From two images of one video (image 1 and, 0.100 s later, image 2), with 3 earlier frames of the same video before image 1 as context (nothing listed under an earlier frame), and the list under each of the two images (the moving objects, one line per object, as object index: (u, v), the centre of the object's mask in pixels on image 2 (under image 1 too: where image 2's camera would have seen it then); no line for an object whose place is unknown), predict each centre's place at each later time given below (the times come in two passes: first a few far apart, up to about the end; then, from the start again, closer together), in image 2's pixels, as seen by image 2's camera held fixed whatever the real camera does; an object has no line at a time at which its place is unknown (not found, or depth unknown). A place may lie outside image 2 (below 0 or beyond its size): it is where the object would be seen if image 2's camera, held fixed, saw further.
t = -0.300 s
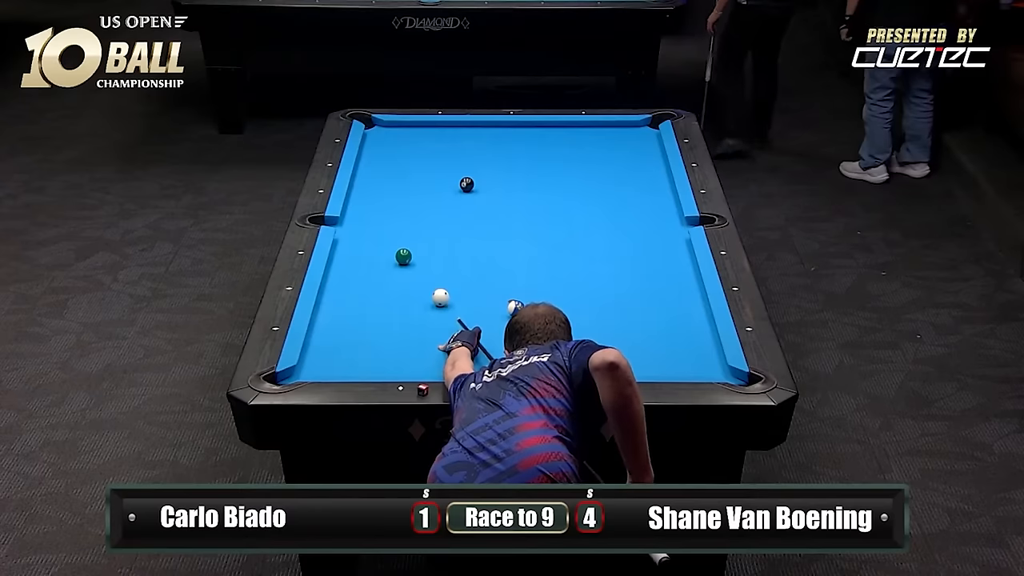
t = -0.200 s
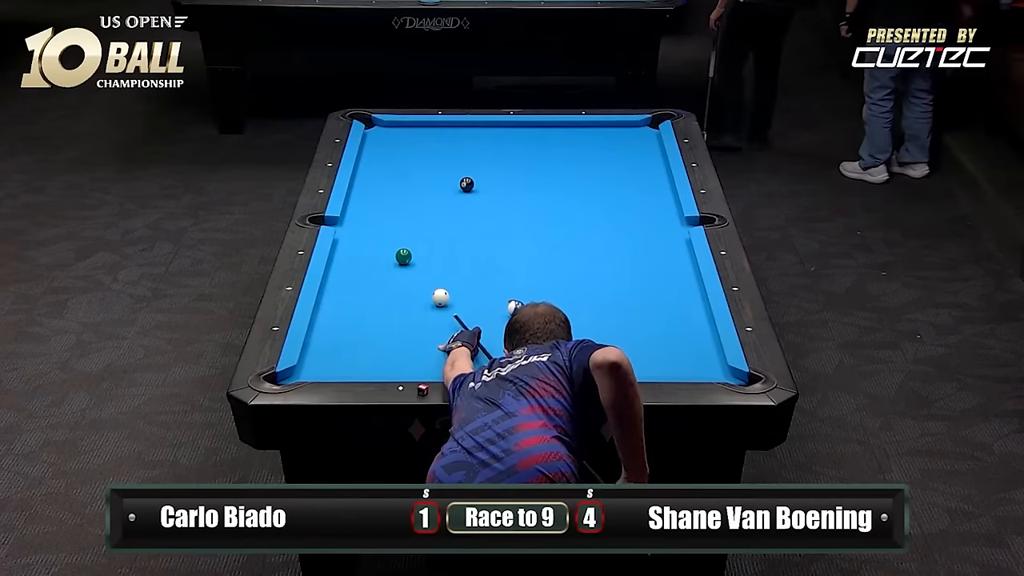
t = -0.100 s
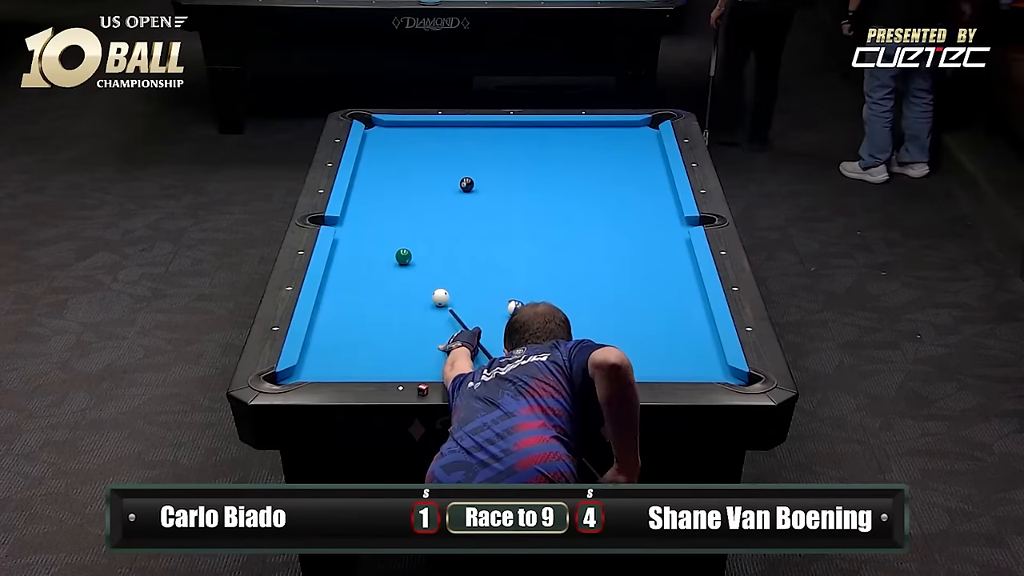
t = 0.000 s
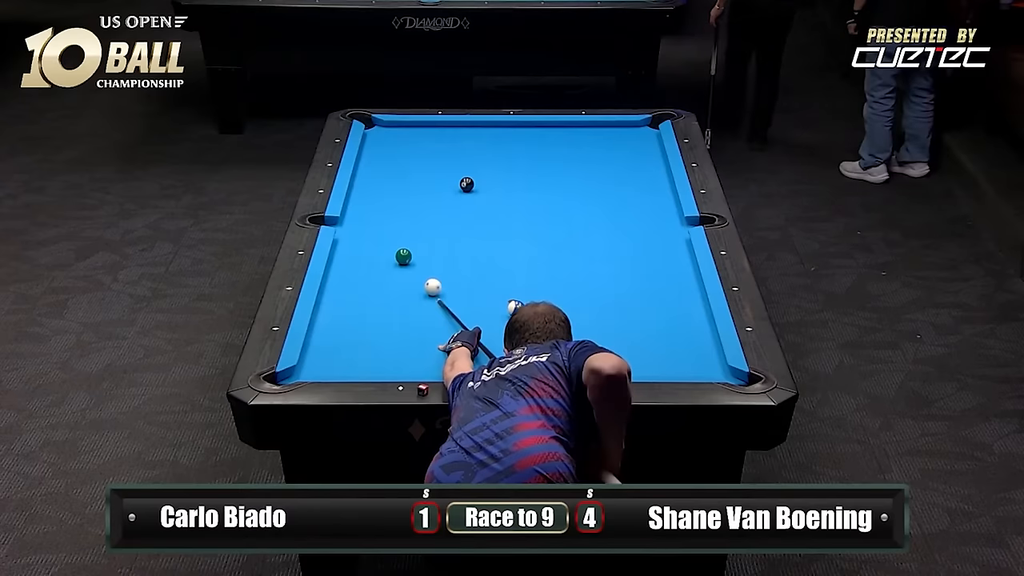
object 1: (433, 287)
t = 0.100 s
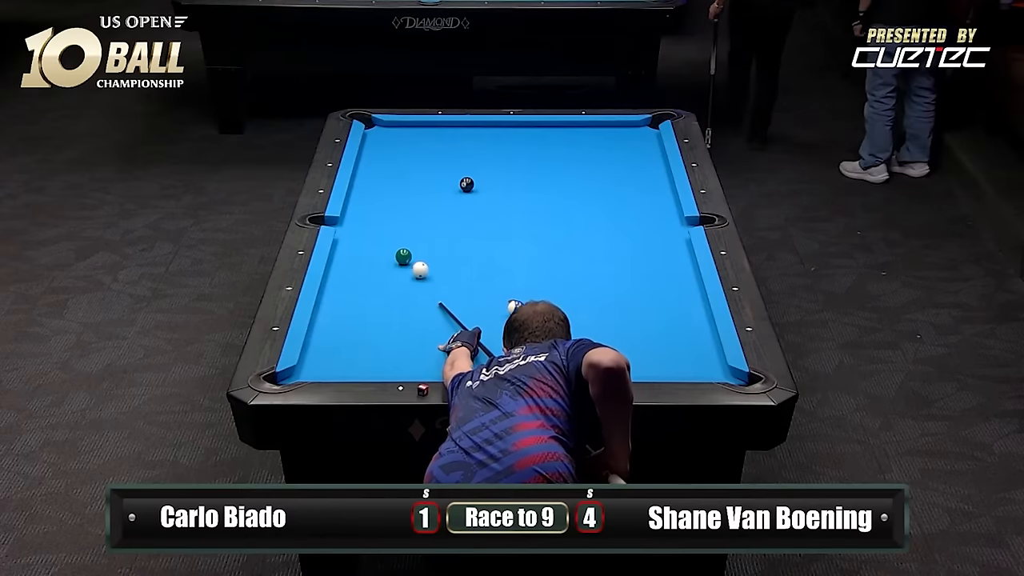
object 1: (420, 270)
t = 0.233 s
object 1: (421, 259)
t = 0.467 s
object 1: (438, 256)
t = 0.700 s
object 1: (454, 253)
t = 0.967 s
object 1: (471, 249)
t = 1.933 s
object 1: (518, 236)
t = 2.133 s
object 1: (529, 237)
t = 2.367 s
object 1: (537, 235)
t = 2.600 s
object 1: (545, 233)
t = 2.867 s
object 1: (552, 232)
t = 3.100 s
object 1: (558, 231)
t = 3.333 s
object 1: (562, 230)
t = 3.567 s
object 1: (566, 229)
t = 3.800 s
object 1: (568, 229)
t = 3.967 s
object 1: (570, 229)
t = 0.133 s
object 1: (416, 265)
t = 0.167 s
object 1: (414, 261)
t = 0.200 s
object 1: (418, 259)
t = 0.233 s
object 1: (421, 259)
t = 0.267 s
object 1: (423, 259)
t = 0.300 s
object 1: (425, 258)
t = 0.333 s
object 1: (428, 258)
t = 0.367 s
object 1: (430, 257)
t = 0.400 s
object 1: (433, 257)
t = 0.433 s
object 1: (435, 256)
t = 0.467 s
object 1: (438, 256)
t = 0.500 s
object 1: (440, 255)
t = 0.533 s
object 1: (443, 255)
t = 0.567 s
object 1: (445, 254)
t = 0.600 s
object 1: (448, 254)
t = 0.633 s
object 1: (451, 253)
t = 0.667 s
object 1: (452, 253)
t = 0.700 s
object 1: (454, 253)
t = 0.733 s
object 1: (456, 252)
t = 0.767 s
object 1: (459, 252)
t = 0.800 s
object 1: (461, 251)
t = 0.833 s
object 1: (463, 251)
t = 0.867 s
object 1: (465, 250)
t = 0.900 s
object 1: (467, 250)
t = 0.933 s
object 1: (469, 249)
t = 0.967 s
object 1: (471, 249)
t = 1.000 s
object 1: (474, 248)
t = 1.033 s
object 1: (476, 247)
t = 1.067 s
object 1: (476, 246)
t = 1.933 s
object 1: (518, 236)
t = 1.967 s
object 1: (522, 238)
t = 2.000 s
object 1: (524, 238)
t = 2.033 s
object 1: (525, 238)
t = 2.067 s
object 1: (526, 238)
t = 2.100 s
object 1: (528, 237)
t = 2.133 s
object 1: (529, 237)
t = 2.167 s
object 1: (530, 237)
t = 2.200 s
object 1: (532, 236)
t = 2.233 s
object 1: (533, 236)
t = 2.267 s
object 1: (534, 236)
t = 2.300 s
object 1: (535, 236)
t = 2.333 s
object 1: (536, 235)
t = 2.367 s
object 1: (537, 235)
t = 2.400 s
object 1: (538, 235)
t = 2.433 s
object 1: (540, 235)
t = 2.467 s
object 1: (540, 234)
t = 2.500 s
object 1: (542, 234)
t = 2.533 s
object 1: (543, 234)
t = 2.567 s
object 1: (544, 234)
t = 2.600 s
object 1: (545, 233)
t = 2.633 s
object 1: (546, 233)
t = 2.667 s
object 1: (547, 233)
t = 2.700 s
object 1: (548, 233)
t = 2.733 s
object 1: (549, 233)
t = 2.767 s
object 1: (550, 233)
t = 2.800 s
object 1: (550, 232)
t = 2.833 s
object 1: (551, 232)
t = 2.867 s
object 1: (552, 232)
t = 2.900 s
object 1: (553, 232)
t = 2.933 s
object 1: (554, 232)
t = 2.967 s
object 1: (555, 232)
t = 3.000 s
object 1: (556, 231)
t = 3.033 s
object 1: (556, 231)
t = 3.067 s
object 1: (557, 231)
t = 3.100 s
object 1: (558, 231)
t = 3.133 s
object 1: (558, 231)
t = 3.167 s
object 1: (559, 231)
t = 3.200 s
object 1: (560, 231)
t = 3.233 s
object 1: (560, 230)
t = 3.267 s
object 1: (561, 230)
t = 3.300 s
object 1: (561, 230)
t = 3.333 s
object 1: (562, 230)
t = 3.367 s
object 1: (563, 230)
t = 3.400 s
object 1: (563, 230)
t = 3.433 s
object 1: (564, 230)
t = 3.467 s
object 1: (564, 230)
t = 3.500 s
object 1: (565, 229)
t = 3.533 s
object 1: (565, 229)
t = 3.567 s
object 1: (566, 229)
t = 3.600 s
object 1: (566, 229)
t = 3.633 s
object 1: (567, 229)
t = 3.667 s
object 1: (567, 229)
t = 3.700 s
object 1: (567, 229)
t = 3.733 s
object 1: (568, 229)
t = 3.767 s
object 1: (568, 229)
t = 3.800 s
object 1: (568, 229)
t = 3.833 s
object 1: (569, 229)
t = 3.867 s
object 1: (569, 229)
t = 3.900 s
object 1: (569, 229)
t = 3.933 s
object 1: (570, 229)
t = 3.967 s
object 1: (570, 229)
